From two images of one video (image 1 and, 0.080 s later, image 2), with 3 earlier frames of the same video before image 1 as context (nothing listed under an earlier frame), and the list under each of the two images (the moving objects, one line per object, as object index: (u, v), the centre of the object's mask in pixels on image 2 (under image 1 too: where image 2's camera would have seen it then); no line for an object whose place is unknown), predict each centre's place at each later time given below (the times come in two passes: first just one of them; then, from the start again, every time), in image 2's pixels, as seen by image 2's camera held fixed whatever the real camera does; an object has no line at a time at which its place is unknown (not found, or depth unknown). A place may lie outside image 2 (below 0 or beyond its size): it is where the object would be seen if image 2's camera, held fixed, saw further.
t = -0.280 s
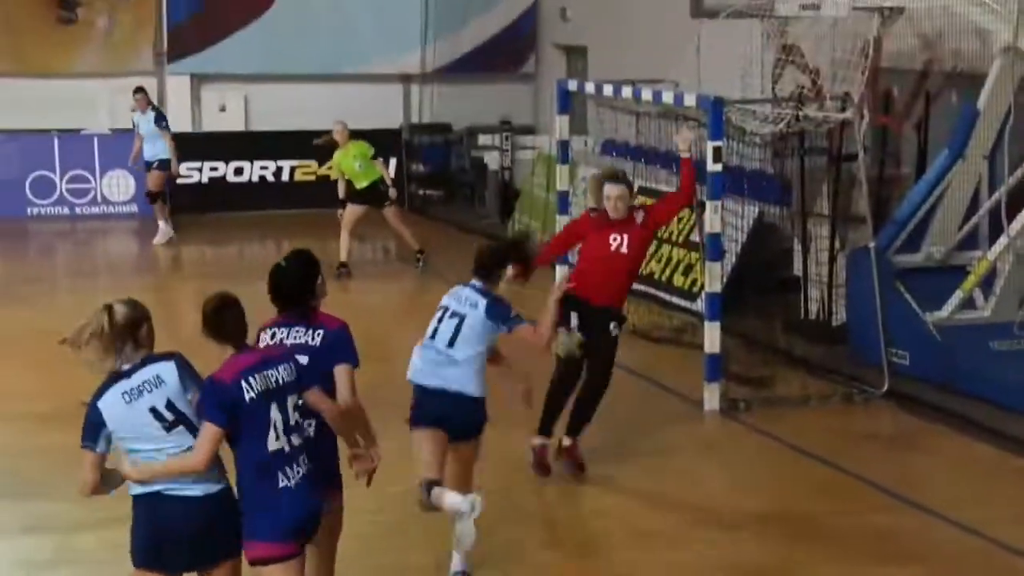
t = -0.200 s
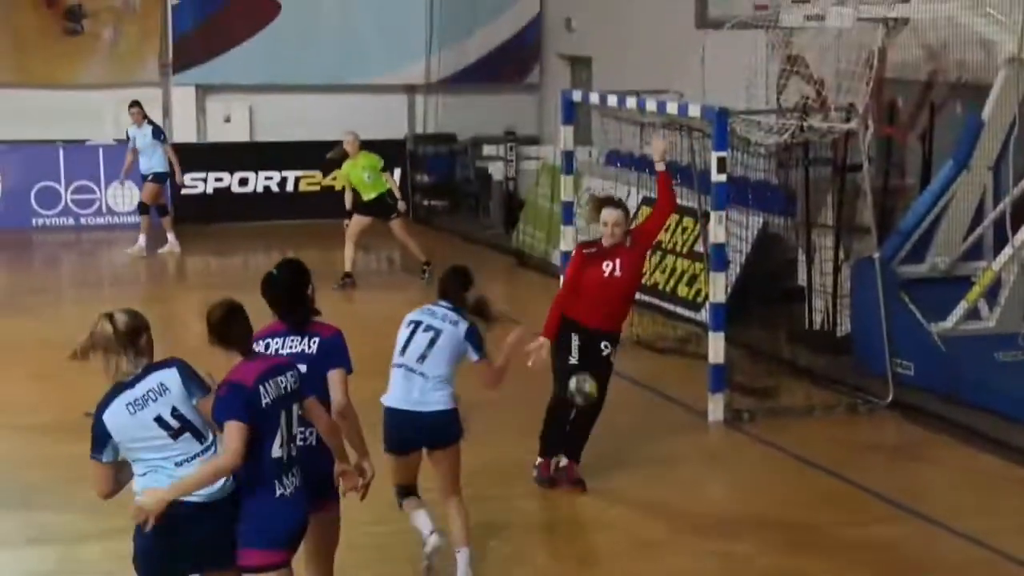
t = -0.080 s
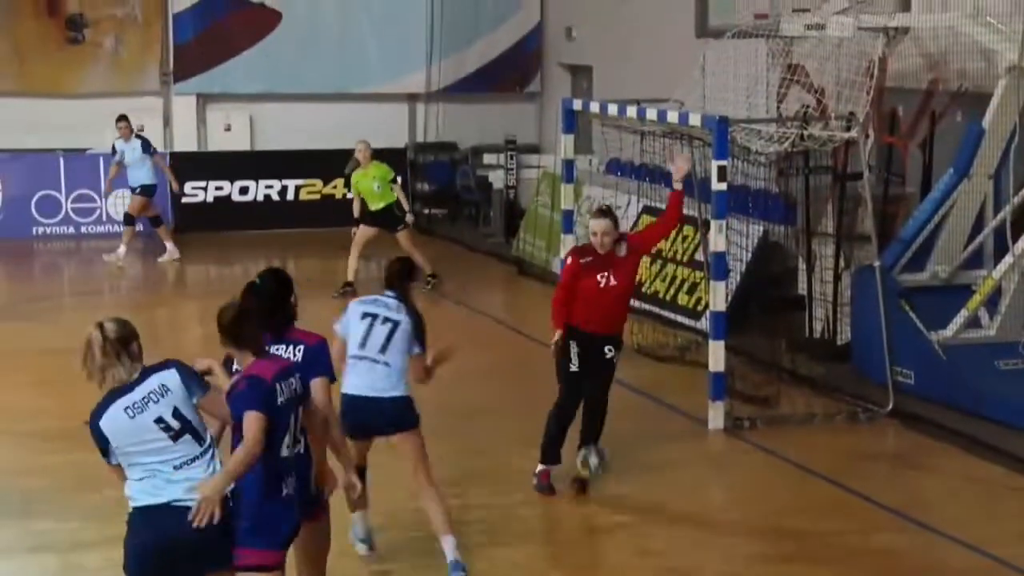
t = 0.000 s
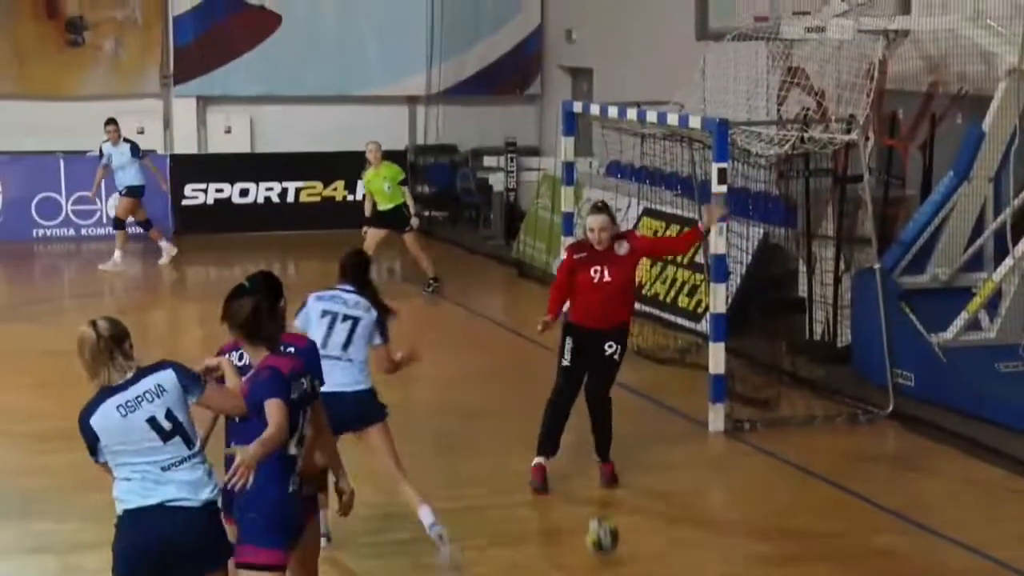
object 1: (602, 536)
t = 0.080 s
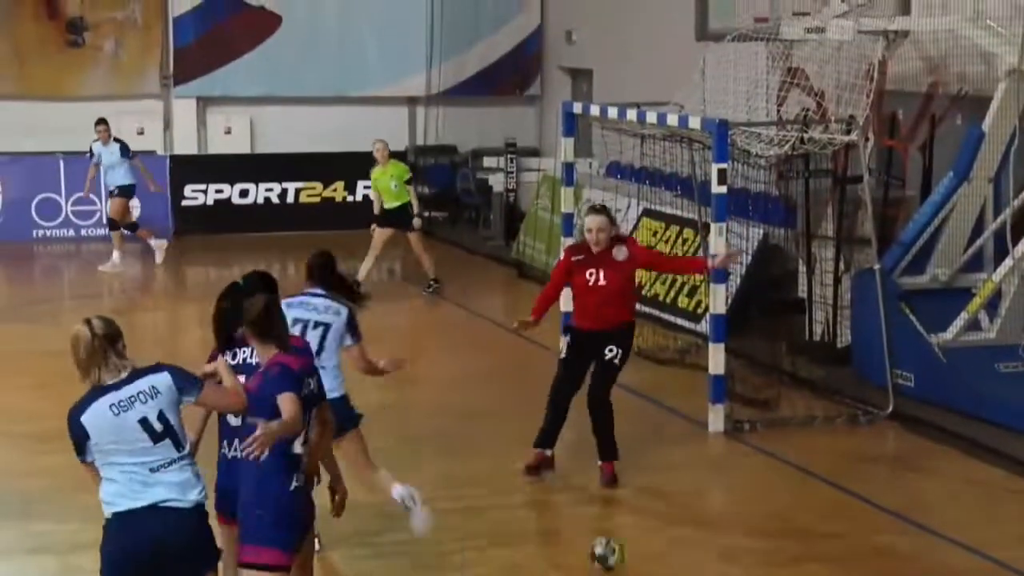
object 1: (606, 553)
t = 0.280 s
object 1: (620, 526)
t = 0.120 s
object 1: (610, 542)
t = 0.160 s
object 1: (613, 534)
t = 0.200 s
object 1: (616, 528)
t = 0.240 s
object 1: (617, 527)
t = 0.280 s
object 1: (620, 526)
